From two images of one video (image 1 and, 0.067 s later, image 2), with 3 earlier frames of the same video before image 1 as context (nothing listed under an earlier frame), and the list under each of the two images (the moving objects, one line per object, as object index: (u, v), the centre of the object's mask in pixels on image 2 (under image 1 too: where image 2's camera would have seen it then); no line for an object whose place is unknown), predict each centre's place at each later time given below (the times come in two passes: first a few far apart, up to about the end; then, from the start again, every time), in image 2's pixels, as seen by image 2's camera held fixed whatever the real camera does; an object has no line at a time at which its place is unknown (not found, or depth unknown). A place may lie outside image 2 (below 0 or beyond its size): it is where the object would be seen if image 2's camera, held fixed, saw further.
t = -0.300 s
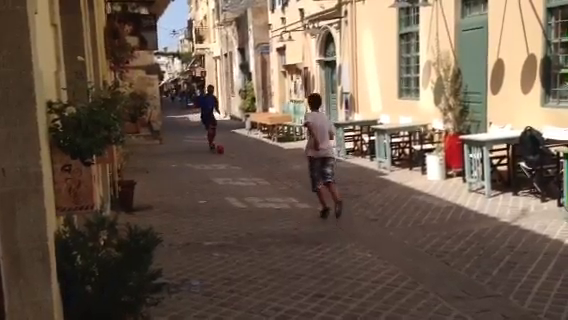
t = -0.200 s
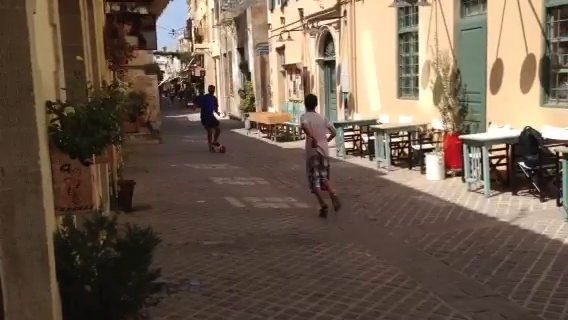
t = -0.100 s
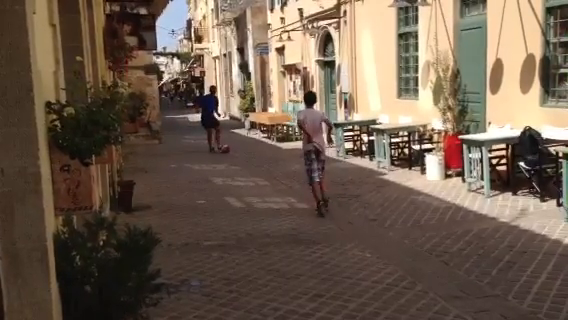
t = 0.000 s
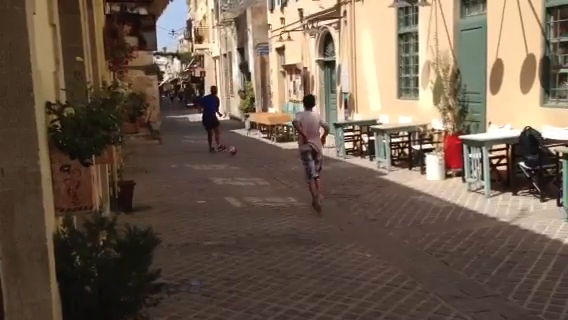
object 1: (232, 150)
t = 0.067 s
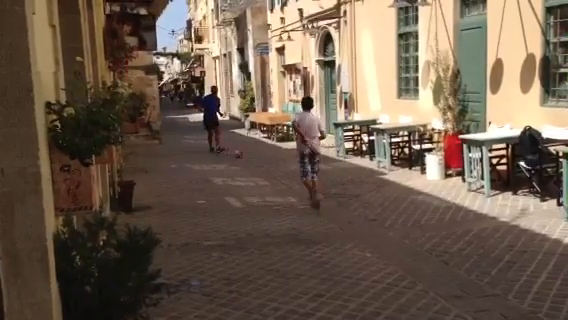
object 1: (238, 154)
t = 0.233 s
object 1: (250, 156)
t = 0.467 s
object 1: (266, 162)
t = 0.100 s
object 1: (240, 154)
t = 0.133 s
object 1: (242, 153)
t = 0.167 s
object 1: (245, 154)
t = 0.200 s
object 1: (247, 155)
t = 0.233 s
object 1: (250, 156)
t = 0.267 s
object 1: (252, 158)
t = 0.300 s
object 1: (255, 158)
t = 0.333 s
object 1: (257, 159)
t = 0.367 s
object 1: (259, 160)
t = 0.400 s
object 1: (262, 161)
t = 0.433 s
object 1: (264, 162)
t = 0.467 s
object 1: (266, 162)
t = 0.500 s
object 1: (268, 162)
